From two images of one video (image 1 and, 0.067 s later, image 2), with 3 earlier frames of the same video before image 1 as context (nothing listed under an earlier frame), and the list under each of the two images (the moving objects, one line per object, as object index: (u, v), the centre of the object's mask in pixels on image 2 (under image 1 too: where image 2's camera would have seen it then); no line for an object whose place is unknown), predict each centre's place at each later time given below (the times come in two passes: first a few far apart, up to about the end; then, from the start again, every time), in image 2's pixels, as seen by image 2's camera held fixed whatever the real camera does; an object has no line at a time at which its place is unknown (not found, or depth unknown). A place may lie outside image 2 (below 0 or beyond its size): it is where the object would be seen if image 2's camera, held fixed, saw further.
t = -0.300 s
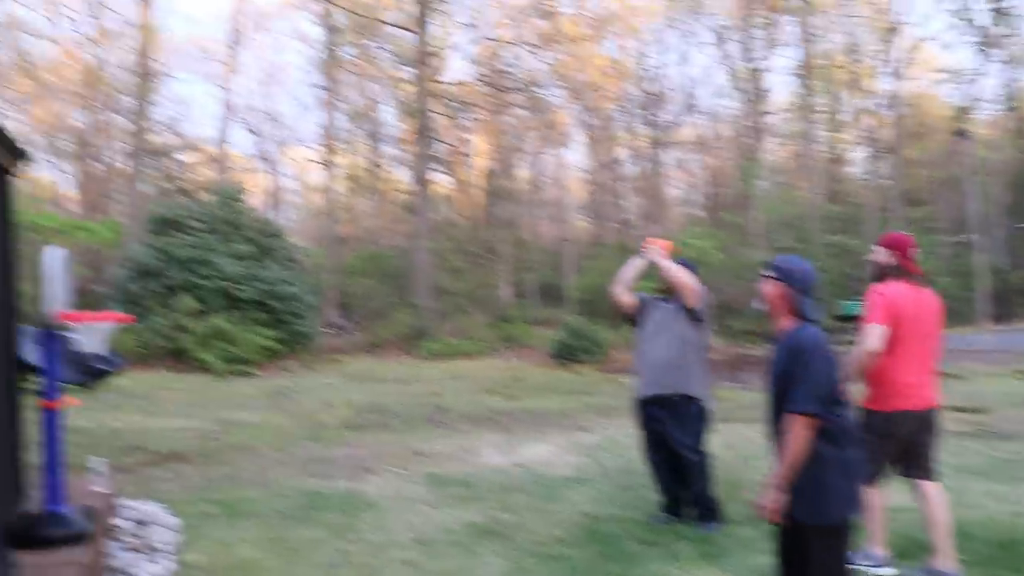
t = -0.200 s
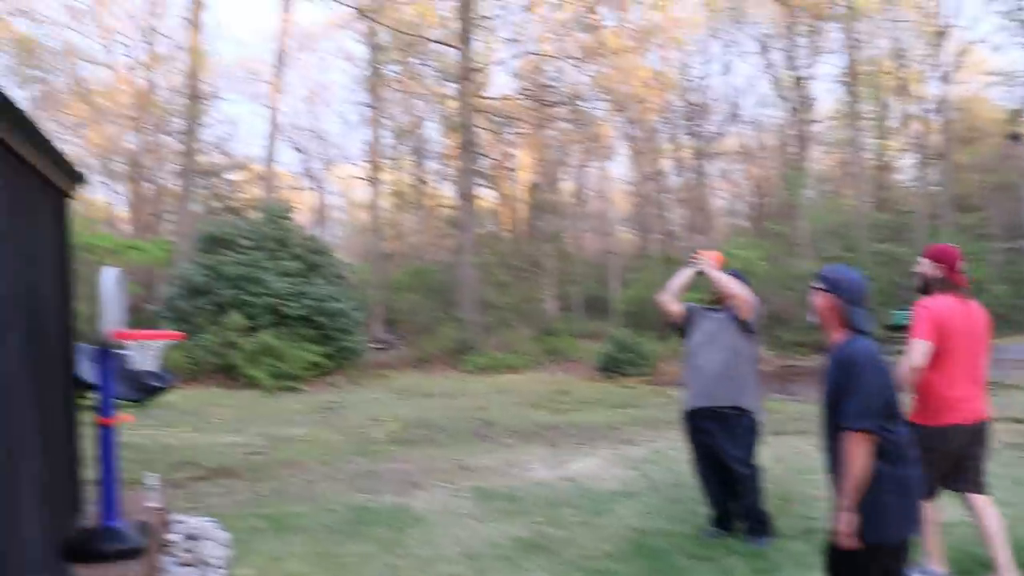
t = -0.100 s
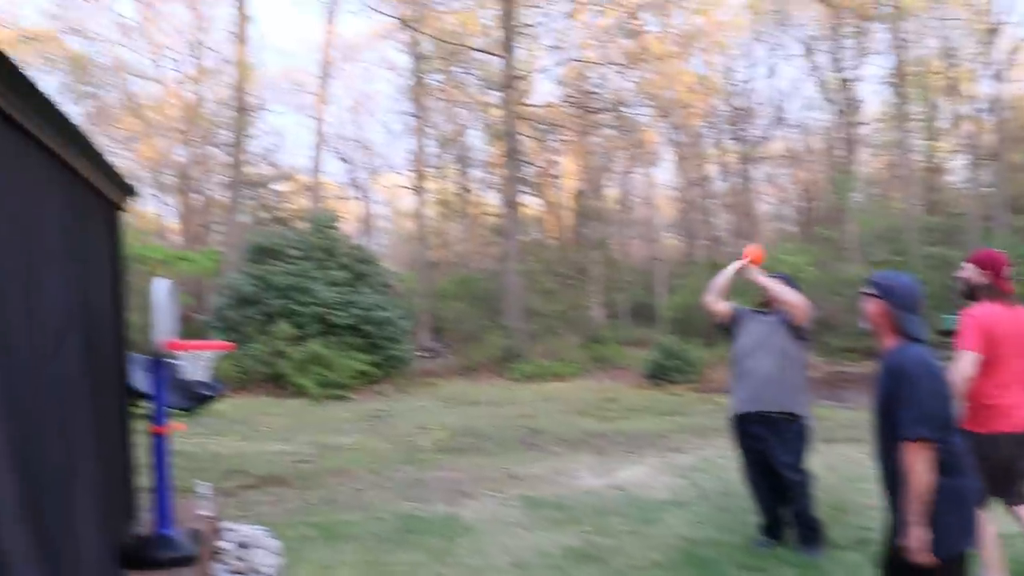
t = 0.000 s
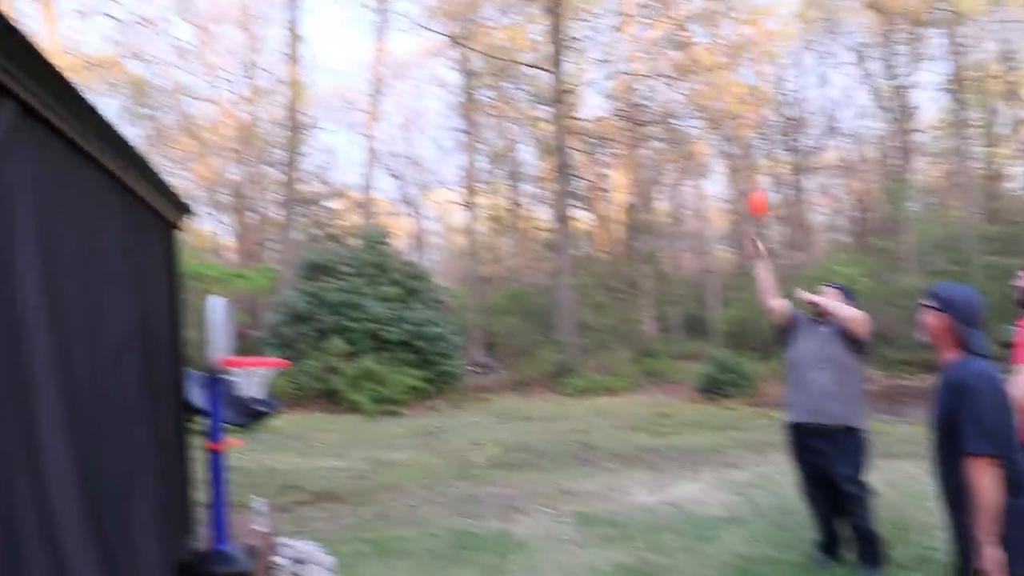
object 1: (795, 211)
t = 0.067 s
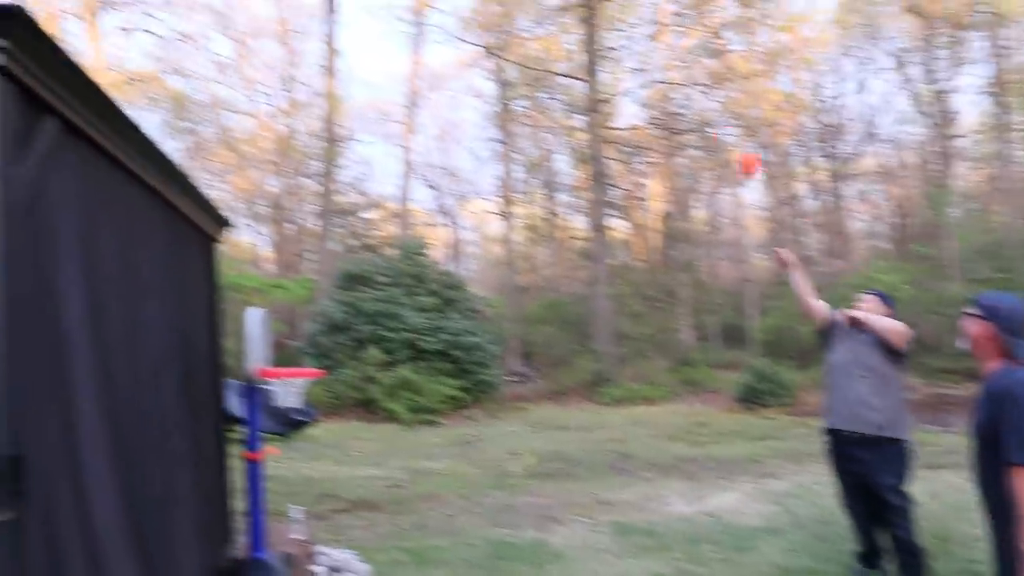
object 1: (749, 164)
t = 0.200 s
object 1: (658, 88)
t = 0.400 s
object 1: (516, 26)
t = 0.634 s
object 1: (351, 33)
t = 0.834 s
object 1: (205, 114)
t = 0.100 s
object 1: (727, 141)
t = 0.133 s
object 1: (703, 122)
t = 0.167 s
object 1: (681, 105)
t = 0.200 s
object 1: (658, 88)
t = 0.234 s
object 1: (634, 73)
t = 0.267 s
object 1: (611, 60)
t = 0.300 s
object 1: (588, 50)
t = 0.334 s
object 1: (563, 40)
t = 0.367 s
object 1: (539, 32)
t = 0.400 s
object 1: (516, 26)
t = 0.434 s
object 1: (492, 20)
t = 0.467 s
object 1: (470, 19)
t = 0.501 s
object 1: (446, 17)
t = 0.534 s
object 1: (422, 17)
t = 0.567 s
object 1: (399, 21)
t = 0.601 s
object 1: (375, 27)
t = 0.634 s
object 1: (351, 33)
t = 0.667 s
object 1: (329, 41)
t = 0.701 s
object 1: (301, 53)
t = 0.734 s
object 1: (275, 65)
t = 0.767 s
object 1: (252, 81)
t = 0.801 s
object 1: (224, 98)
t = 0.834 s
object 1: (205, 114)
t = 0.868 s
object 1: (178, 134)
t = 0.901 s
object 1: (152, 159)
